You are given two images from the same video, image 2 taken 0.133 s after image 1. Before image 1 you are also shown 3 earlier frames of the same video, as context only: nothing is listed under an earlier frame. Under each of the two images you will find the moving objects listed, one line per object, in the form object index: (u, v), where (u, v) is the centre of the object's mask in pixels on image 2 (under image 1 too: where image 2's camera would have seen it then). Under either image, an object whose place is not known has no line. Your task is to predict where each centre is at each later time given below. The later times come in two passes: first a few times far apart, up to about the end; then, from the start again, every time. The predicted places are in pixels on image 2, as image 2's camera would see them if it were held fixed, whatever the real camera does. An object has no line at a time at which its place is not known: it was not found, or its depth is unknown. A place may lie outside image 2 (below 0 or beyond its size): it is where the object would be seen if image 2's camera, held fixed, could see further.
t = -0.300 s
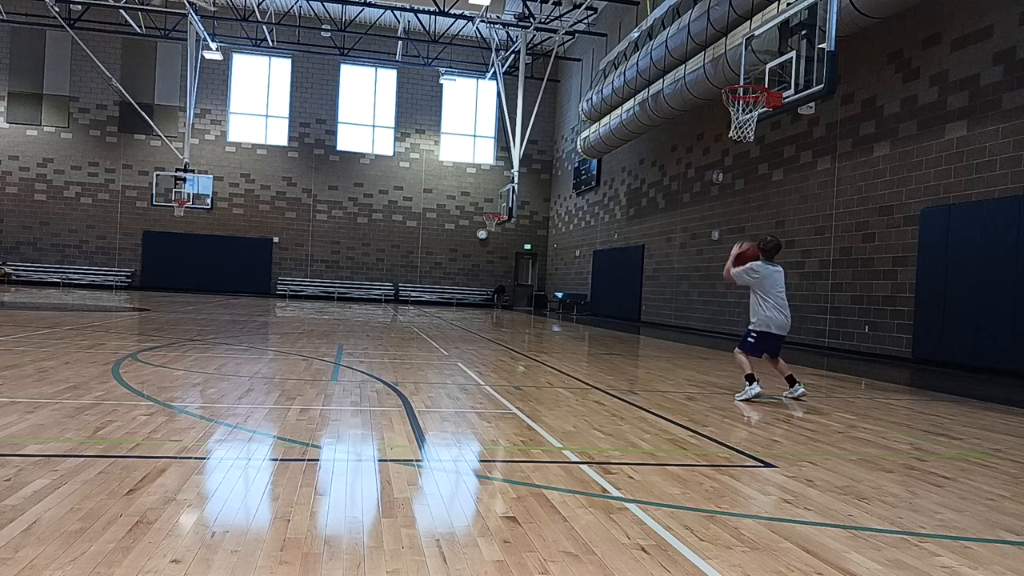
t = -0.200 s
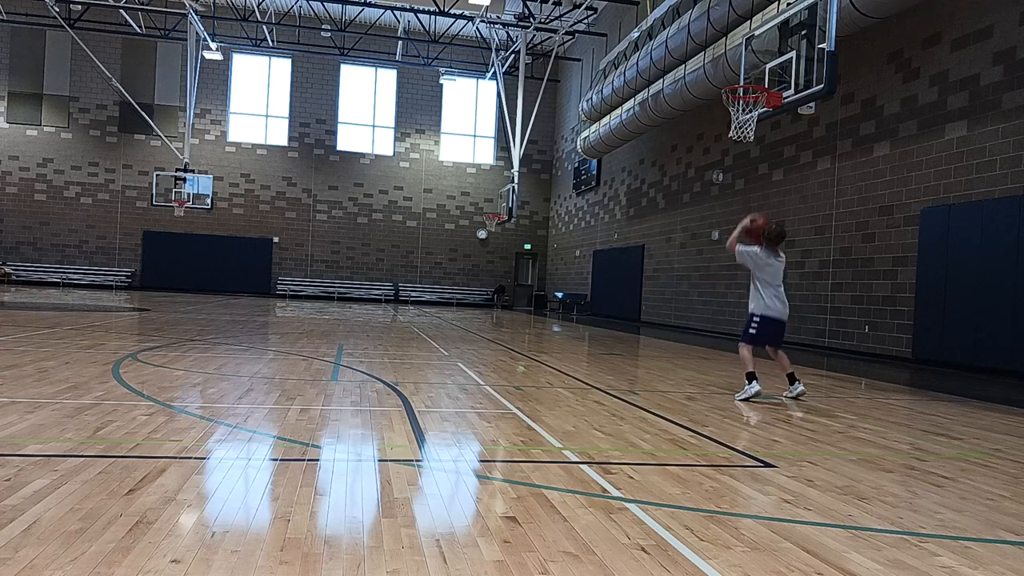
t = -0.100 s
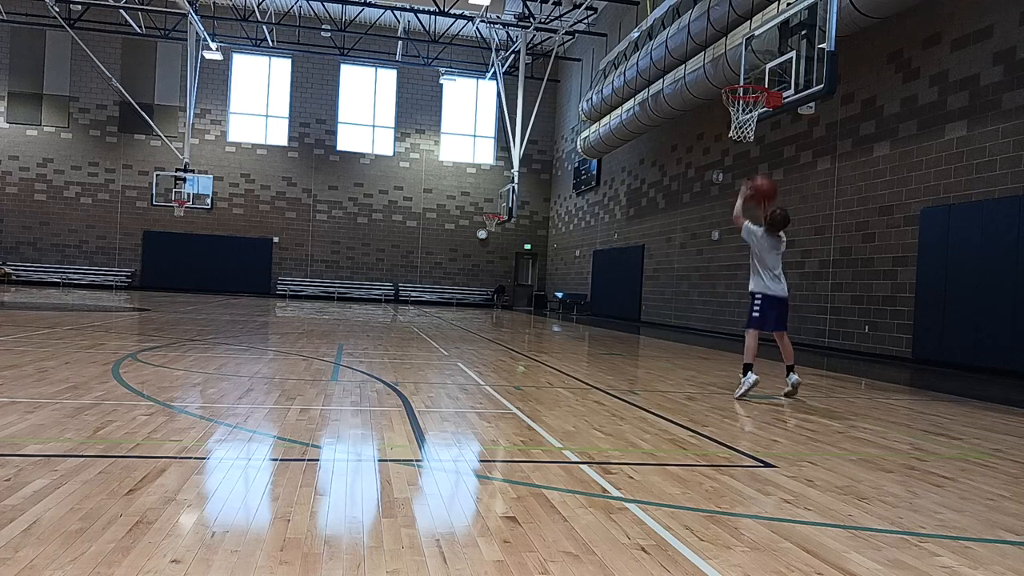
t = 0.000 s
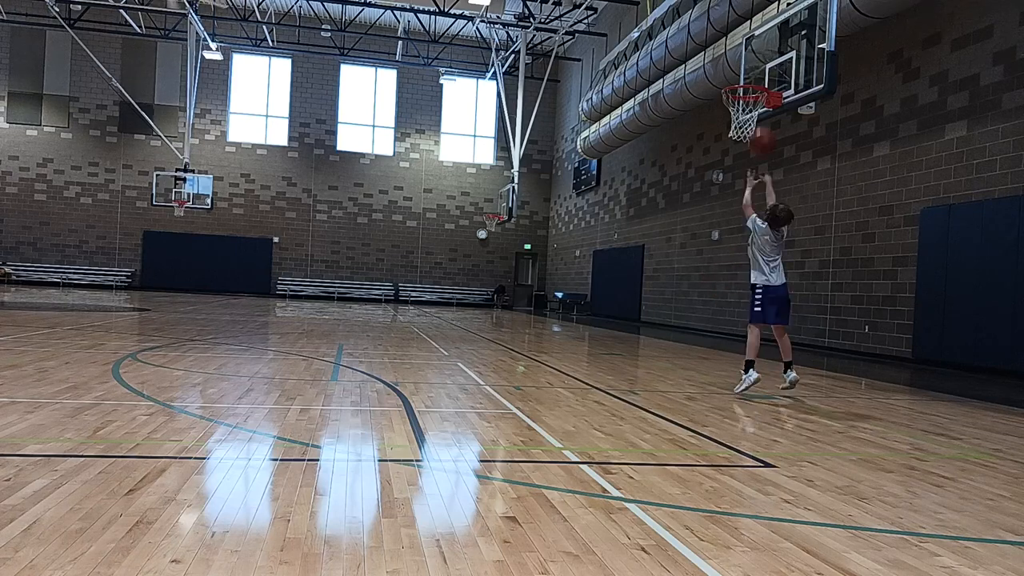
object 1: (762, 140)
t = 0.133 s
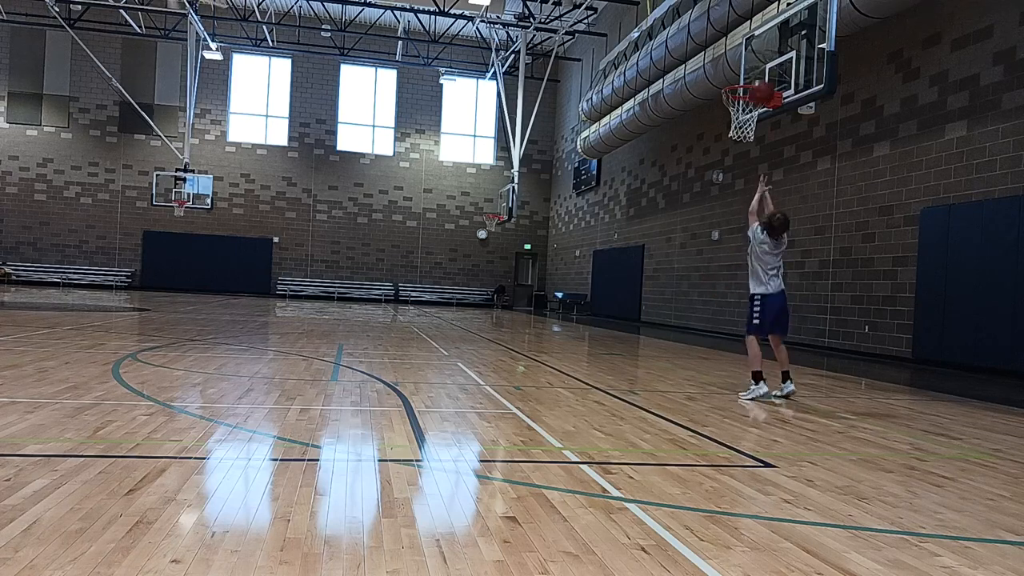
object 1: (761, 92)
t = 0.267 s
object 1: (758, 66)
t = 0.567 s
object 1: (751, 73)
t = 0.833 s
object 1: (746, 97)
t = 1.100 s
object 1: (741, 130)
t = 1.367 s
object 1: (736, 211)
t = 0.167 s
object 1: (761, 84)
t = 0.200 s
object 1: (762, 77)
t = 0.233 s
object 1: (759, 71)
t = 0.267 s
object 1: (758, 66)
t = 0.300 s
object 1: (758, 63)
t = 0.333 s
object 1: (757, 60)
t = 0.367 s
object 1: (756, 59)
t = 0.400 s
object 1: (755, 59)
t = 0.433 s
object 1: (755, 59)
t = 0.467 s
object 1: (754, 61)
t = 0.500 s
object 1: (753, 64)
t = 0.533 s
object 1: (751, 67)
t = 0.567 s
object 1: (751, 73)
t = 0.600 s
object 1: (750, 74)
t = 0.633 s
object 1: (750, 75)
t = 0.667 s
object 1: (751, 75)
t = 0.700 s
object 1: (749, 78)
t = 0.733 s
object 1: (747, 84)
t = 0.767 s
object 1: (745, 89)
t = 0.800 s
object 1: (746, 97)
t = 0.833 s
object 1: (746, 97)
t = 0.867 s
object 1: (745, 97)
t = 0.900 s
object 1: (745, 98)
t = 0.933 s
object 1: (741, 104)
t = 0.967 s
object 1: (739, 109)
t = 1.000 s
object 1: (738, 113)
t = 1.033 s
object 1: (741, 120)
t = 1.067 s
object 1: (741, 124)
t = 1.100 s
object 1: (741, 130)
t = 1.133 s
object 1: (741, 136)
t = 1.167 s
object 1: (740, 142)
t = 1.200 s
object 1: (740, 151)
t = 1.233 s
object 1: (739, 160)
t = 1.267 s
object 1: (738, 171)
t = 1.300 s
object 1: (737, 183)
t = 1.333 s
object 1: (737, 196)
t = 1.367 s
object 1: (736, 211)
